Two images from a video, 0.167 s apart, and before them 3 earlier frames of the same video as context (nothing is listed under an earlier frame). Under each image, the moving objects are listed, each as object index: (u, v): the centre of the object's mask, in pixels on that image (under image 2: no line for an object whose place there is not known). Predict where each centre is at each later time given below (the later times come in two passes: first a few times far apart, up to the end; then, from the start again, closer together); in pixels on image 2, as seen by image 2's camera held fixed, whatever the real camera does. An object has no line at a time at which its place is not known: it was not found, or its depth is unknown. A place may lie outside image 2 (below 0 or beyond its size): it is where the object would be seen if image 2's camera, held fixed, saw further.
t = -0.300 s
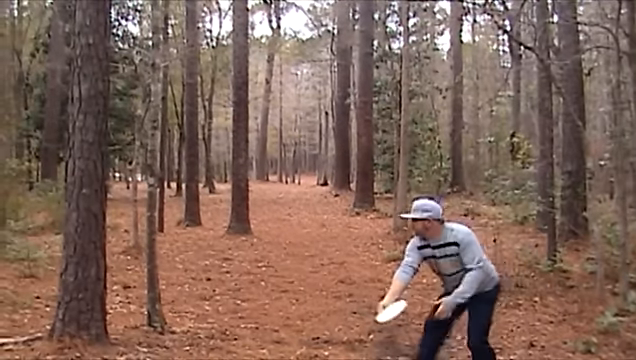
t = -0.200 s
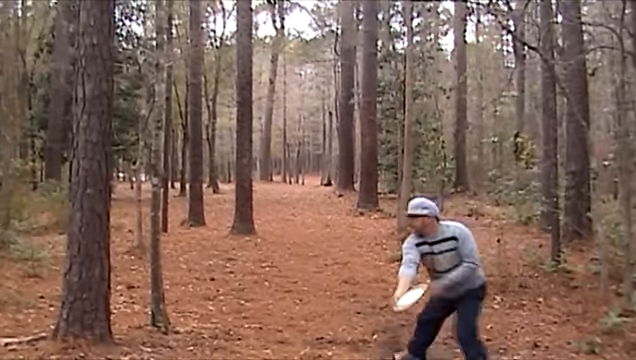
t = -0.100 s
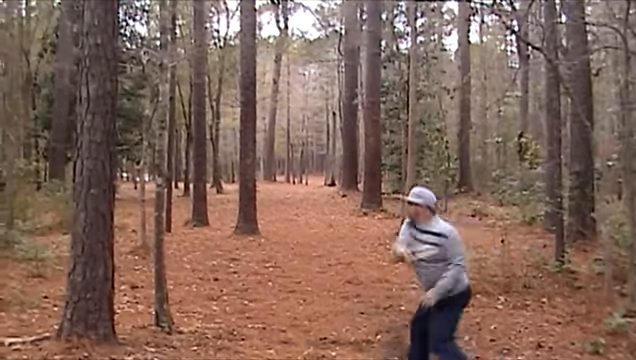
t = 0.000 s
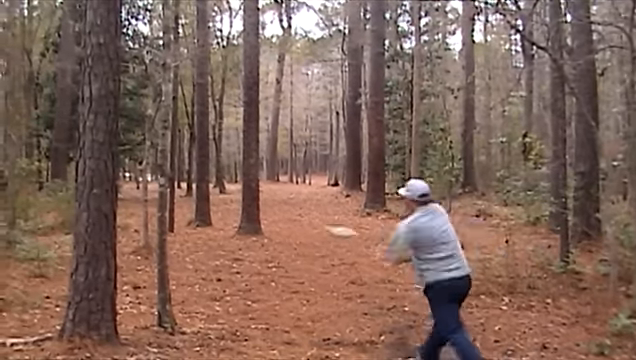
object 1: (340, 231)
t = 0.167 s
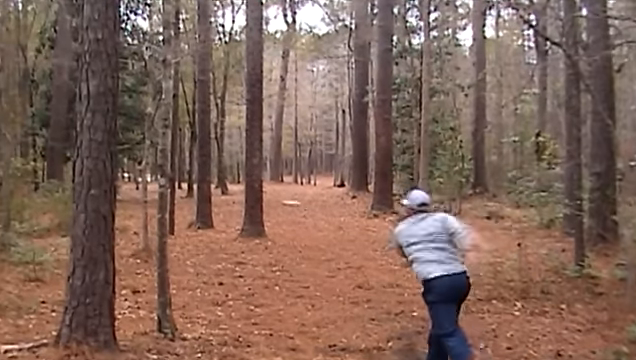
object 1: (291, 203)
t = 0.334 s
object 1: (266, 187)
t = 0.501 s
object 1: (260, 175)
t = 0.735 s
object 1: (274, 179)
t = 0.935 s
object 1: (291, 209)
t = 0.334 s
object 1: (266, 187)
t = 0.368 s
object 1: (262, 184)
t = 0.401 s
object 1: (260, 182)
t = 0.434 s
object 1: (258, 180)
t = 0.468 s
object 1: (258, 178)
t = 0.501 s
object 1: (260, 175)
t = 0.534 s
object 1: (261, 174)
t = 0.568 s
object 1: (264, 174)
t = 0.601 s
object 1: (264, 173)
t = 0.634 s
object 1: (267, 174)
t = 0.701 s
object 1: (272, 177)
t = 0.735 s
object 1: (274, 179)
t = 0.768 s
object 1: (278, 182)
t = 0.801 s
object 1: (280, 186)
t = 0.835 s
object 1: (283, 191)
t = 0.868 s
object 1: (286, 196)
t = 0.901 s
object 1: (289, 203)
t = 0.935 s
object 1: (291, 209)
